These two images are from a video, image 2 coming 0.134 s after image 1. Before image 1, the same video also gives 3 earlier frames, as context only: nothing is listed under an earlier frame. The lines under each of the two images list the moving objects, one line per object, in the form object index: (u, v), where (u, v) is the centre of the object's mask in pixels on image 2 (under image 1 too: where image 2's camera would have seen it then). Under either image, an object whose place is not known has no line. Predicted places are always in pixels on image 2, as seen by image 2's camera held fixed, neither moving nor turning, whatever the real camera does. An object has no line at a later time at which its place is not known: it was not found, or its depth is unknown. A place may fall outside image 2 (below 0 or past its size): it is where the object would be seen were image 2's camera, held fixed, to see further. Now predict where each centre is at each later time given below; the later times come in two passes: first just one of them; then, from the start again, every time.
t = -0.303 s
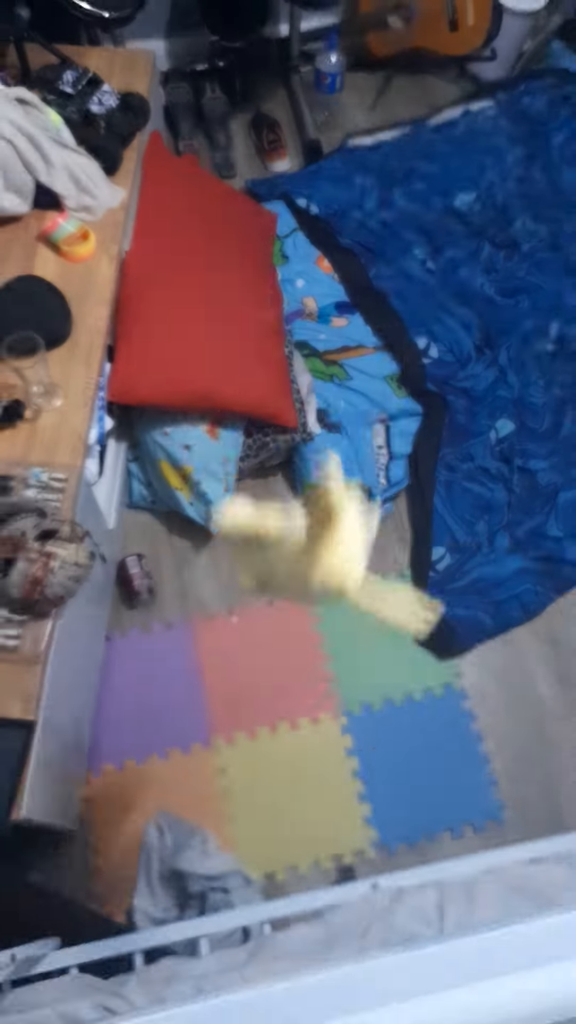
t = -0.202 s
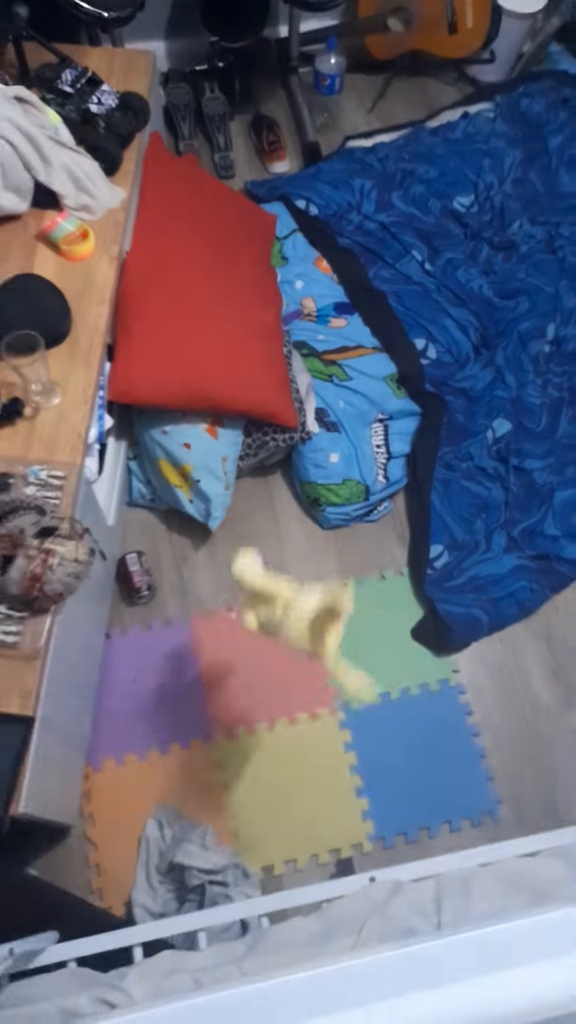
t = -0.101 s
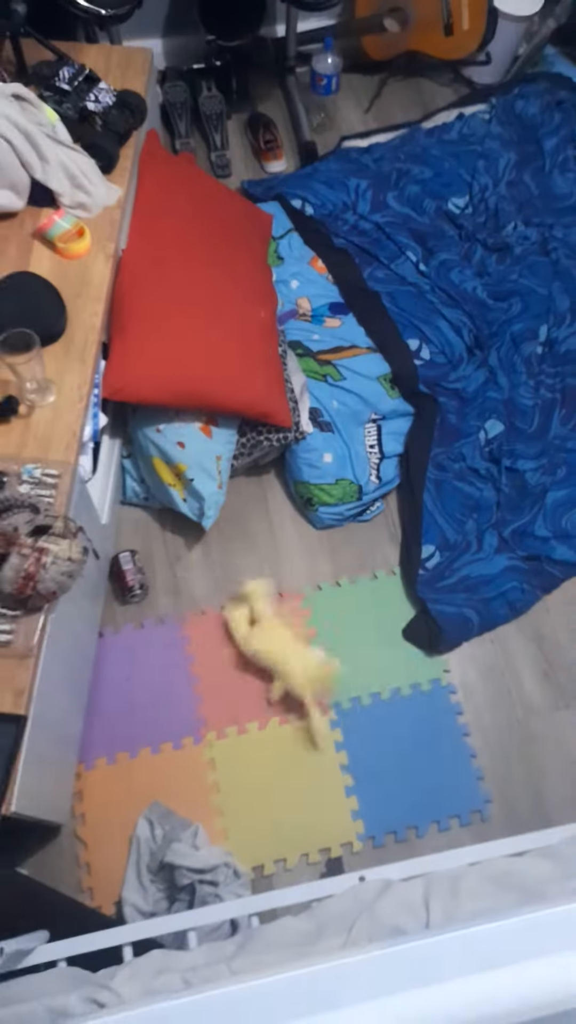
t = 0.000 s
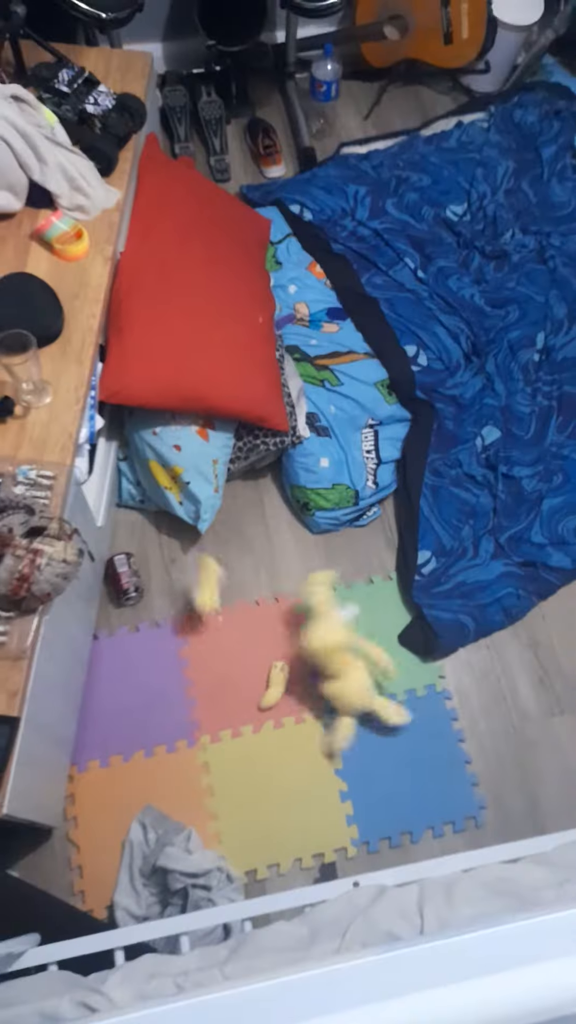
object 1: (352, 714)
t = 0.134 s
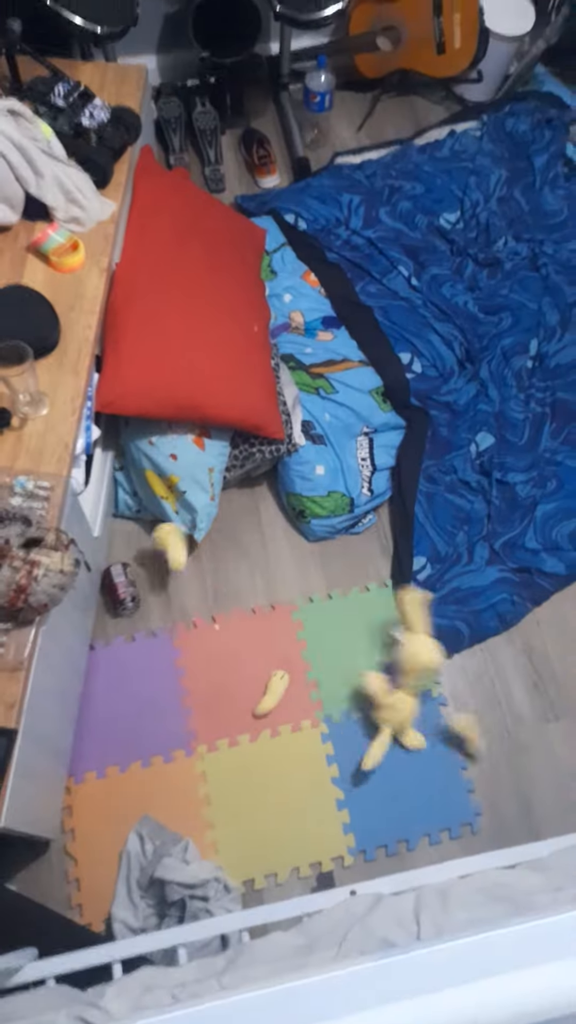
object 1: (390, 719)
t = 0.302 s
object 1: (430, 716)
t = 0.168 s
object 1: (398, 718)
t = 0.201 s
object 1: (407, 717)
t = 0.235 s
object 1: (414, 713)
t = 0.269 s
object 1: (422, 712)
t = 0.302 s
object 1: (430, 716)
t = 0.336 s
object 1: (436, 725)
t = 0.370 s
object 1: (440, 734)
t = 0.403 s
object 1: (443, 735)
